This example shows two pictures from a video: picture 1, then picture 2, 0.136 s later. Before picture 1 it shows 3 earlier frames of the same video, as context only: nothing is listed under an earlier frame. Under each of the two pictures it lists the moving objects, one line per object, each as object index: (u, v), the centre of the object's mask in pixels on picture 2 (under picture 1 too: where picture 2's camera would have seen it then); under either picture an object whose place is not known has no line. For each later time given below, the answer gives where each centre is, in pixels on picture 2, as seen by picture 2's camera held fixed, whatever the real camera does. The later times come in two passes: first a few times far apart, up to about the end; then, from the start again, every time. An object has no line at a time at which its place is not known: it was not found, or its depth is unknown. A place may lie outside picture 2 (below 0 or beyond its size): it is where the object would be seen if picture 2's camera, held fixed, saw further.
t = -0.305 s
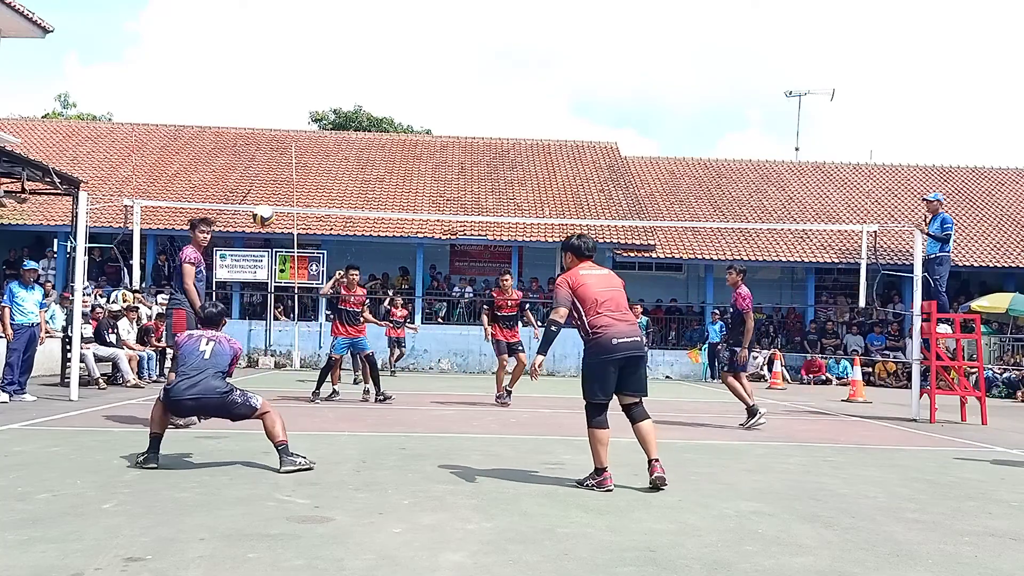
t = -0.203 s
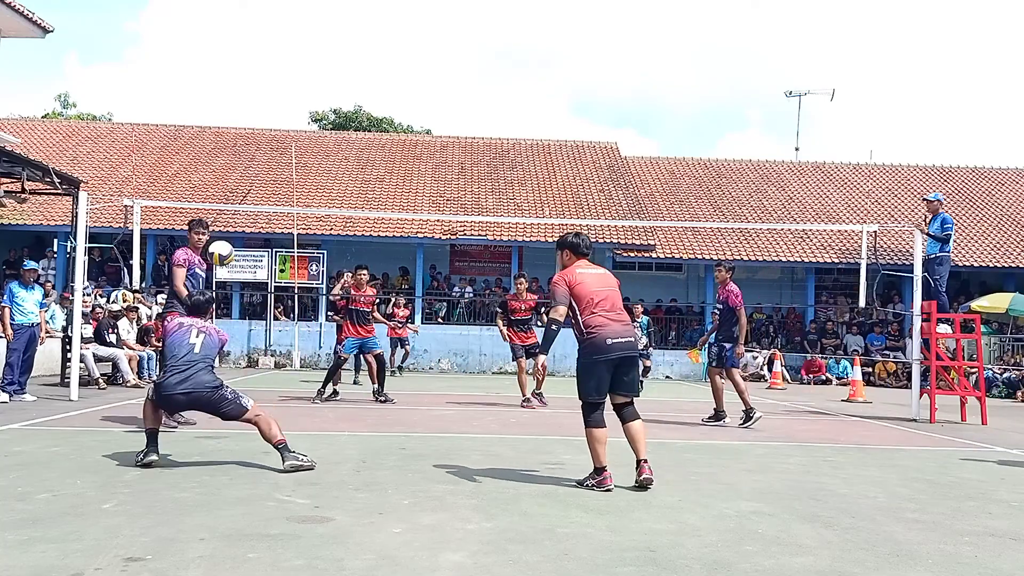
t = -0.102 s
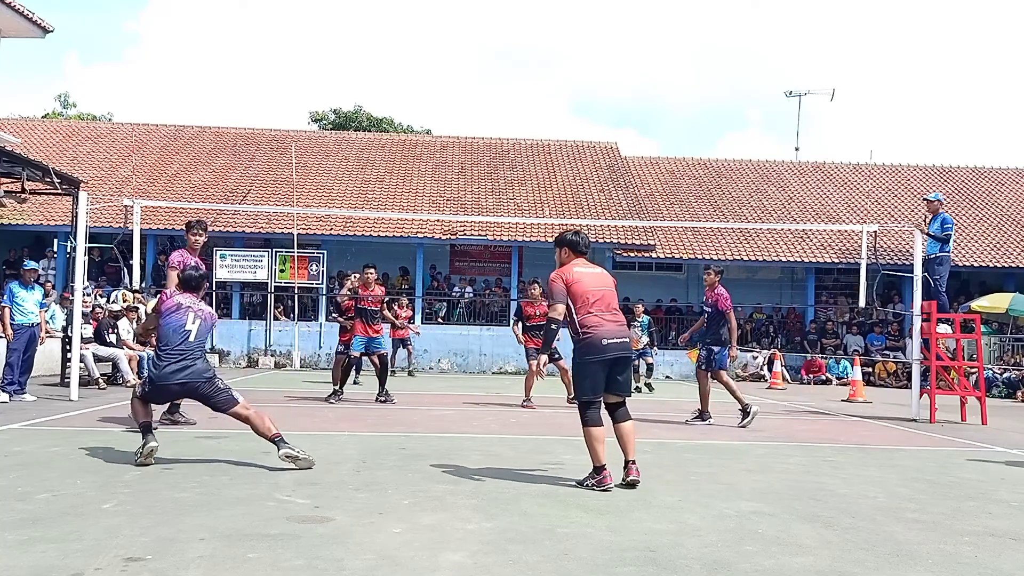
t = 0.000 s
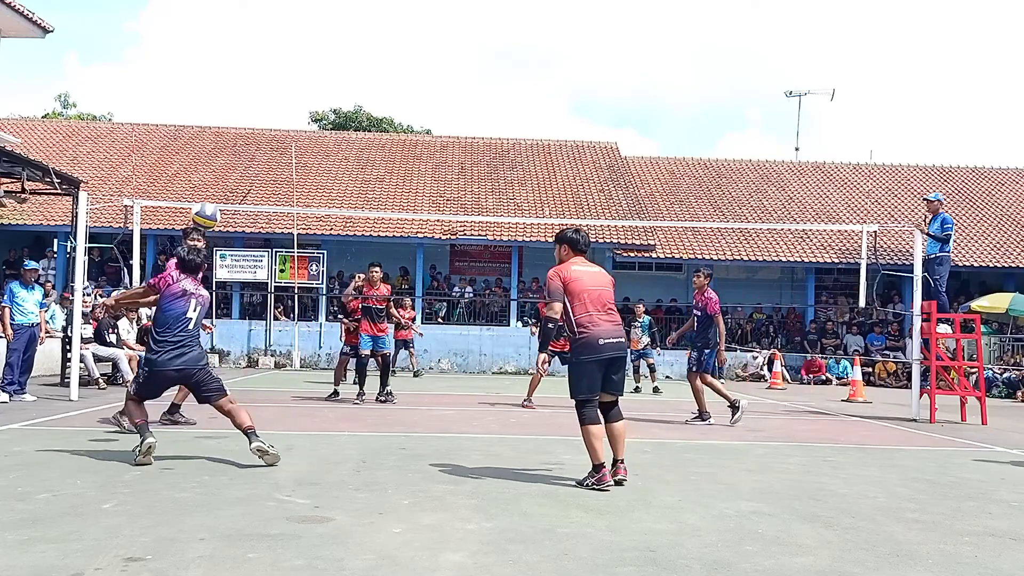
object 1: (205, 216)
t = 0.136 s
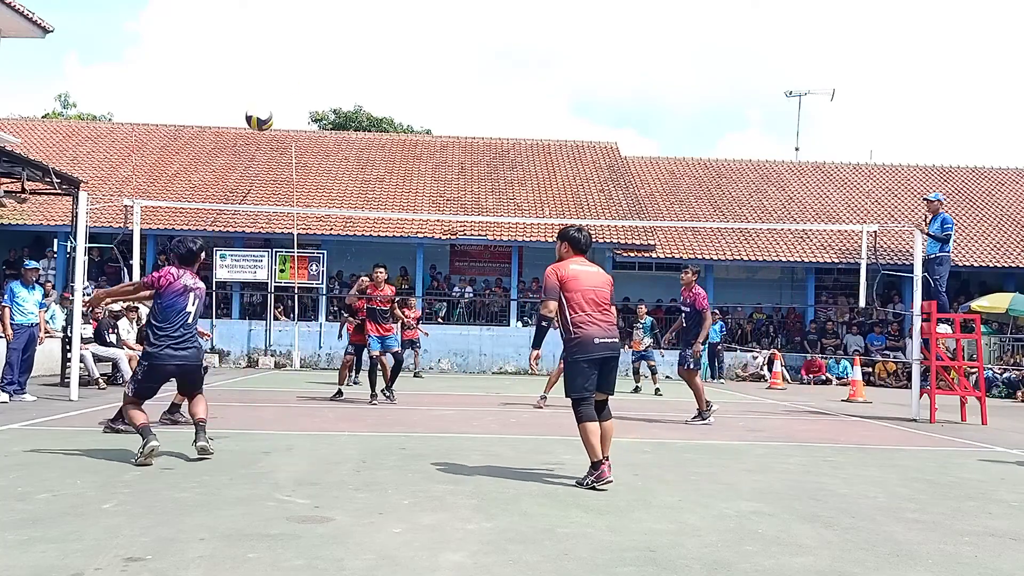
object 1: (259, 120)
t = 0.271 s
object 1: (309, 52)
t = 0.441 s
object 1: (362, 8)
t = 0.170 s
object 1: (272, 99)
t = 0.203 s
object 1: (285, 81)
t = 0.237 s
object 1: (296, 67)
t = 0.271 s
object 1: (309, 52)
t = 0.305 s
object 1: (320, 41)
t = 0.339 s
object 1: (330, 31)
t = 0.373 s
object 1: (341, 23)
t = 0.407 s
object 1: (352, 11)
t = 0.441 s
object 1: (362, 8)
